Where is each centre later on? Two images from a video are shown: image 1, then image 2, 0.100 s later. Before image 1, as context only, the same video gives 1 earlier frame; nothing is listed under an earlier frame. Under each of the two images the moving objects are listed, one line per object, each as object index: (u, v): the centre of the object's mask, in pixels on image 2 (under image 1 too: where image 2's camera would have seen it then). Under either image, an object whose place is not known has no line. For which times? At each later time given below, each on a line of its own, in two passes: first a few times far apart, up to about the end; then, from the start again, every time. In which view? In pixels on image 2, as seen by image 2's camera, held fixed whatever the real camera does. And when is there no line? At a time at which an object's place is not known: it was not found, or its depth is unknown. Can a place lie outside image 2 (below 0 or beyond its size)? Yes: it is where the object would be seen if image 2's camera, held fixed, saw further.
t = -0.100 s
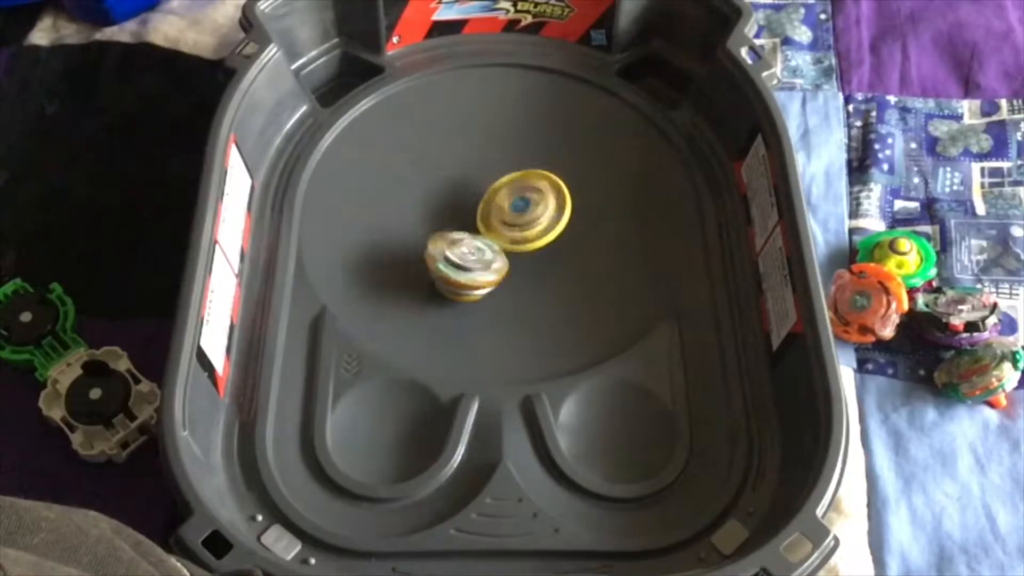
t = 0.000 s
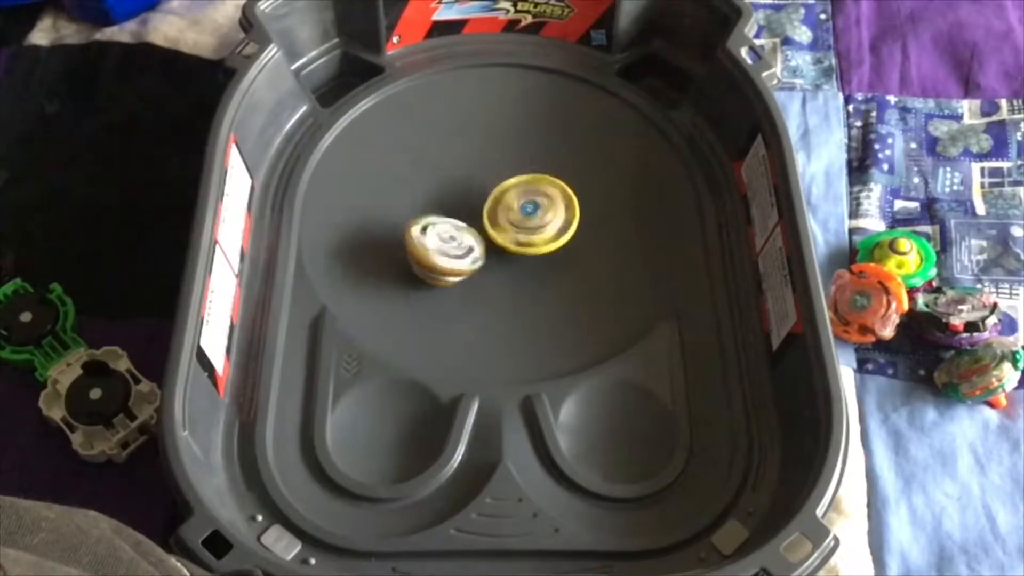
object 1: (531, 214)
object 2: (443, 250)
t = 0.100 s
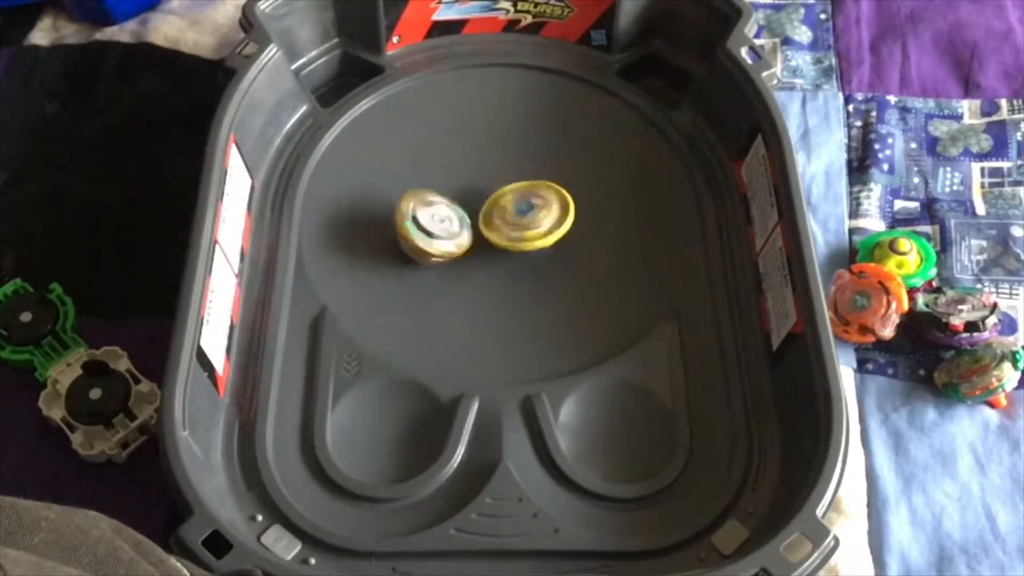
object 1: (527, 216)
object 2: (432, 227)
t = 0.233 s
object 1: (523, 217)
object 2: (437, 193)
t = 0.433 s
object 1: (526, 215)
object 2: (471, 145)
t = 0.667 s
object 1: (530, 214)
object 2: (526, 137)
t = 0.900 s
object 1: (517, 223)
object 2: (570, 158)
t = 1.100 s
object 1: (501, 219)
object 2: (578, 187)
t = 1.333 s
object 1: (499, 195)
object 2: (581, 228)
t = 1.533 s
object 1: (527, 180)
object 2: (546, 264)
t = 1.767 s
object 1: (518, 145)
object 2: (506, 262)
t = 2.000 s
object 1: (496, 152)
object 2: (491, 221)
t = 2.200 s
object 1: (506, 147)
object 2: (487, 220)
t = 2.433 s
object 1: (512, 147)
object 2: (497, 219)
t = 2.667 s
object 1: (512, 147)
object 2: (526, 218)
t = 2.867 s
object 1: (512, 147)
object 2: (528, 216)
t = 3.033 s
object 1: (512, 147)
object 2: (537, 219)
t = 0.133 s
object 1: (528, 215)
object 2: (431, 219)
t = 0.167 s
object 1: (529, 216)
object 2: (431, 211)
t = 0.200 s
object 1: (527, 218)
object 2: (434, 202)
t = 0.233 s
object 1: (523, 217)
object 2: (437, 193)
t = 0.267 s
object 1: (524, 216)
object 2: (440, 183)
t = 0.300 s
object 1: (525, 218)
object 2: (444, 174)
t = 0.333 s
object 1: (524, 218)
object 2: (450, 166)
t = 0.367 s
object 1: (523, 218)
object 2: (457, 158)
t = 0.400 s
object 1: (524, 216)
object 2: (463, 151)
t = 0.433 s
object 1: (526, 215)
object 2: (471, 145)
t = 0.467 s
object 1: (528, 217)
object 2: (478, 142)
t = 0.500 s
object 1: (526, 216)
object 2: (487, 137)
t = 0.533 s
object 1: (526, 214)
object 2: (495, 136)
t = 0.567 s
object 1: (529, 213)
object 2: (503, 133)
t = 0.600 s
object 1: (530, 214)
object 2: (511, 134)
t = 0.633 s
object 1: (530, 214)
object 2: (520, 135)
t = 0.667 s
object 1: (530, 214)
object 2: (526, 137)
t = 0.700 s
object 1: (529, 213)
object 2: (535, 138)
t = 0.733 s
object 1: (527, 217)
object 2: (541, 141)
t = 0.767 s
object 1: (524, 218)
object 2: (549, 144)
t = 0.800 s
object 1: (522, 217)
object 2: (554, 147)
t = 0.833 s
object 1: (523, 218)
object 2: (560, 151)
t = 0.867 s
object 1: (521, 221)
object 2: (565, 155)
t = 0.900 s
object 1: (517, 223)
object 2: (570, 158)
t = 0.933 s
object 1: (512, 223)
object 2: (571, 162)
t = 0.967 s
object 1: (511, 220)
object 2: (575, 167)
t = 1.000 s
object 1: (510, 219)
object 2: (575, 172)
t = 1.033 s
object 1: (508, 219)
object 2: (576, 178)
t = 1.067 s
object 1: (505, 219)
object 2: (577, 183)
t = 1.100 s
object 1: (501, 219)
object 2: (578, 187)
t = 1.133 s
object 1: (495, 217)
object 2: (581, 194)
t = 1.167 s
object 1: (492, 212)
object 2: (583, 199)
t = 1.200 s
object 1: (493, 207)
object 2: (583, 204)
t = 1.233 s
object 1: (493, 203)
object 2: (586, 211)
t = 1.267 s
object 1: (492, 199)
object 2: (585, 217)
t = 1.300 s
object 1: (495, 196)
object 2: (584, 224)
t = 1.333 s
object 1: (499, 195)
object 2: (581, 228)
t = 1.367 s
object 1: (503, 197)
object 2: (578, 232)
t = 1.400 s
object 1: (503, 200)
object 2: (571, 236)
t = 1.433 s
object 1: (506, 200)
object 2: (565, 244)
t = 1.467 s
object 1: (513, 194)
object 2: (559, 252)
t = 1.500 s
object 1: (521, 187)
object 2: (553, 258)
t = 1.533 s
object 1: (527, 180)
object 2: (546, 264)
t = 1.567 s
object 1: (530, 172)
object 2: (539, 268)
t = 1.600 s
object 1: (533, 166)
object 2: (533, 270)
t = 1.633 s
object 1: (533, 160)
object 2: (527, 271)
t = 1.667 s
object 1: (531, 155)
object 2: (521, 271)
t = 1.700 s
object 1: (528, 150)
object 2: (516, 269)
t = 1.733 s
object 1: (524, 147)
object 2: (510, 266)
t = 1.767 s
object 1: (518, 145)
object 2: (506, 262)
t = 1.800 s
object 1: (513, 145)
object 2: (502, 257)
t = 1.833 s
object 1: (508, 146)
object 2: (498, 250)
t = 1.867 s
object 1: (505, 149)
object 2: (495, 244)
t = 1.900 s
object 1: (500, 150)
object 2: (494, 236)
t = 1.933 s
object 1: (497, 154)
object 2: (492, 229)
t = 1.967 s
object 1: (496, 153)
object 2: (492, 225)
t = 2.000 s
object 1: (496, 152)
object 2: (491, 221)
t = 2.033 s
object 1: (497, 151)
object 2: (489, 218)
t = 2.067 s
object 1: (498, 149)
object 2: (485, 219)
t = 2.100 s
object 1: (501, 148)
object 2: (483, 220)
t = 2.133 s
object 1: (503, 147)
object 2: (482, 221)
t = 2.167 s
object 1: (505, 147)
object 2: (485, 220)
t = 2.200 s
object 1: (506, 147)
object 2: (487, 220)
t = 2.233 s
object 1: (507, 147)
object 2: (491, 221)
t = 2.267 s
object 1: (508, 147)
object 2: (494, 220)
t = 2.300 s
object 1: (510, 146)
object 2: (498, 220)
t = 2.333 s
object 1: (511, 146)
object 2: (499, 222)
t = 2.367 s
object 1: (513, 146)
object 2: (497, 224)
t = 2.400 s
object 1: (513, 147)
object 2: (496, 223)
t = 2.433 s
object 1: (512, 147)
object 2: (497, 219)
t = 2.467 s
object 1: (512, 147)
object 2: (500, 218)
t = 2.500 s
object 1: (512, 147)
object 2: (504, 216)
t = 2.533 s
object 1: (512, 147)
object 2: (507, 216)
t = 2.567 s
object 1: (512, 147)
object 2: (510, 215)
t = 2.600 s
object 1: (512, 147)
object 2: (515, 215)
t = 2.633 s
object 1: (512, 147)
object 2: (520, 216)
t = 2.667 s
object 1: (512, 147)
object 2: (526, 218)
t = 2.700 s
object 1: (512, 147)
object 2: (526, 219)
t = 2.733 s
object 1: (512, 147)
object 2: (526, 219)
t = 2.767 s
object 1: (512, 147)
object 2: (526, 219)
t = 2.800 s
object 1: (512, 147)
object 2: (526, 218)
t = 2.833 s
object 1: (512, 147)
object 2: (527, 217)
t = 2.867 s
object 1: (512, 147)
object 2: (528, 216)
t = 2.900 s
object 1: (512, 147)
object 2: (531, 217)
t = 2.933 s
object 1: (512, 147)
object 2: (534, 218)
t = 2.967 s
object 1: (512, 147)
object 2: (536, 217)
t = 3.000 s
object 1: (512, 147)
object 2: (538, 217)
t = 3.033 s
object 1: (512, 147)
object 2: (537, 219)
